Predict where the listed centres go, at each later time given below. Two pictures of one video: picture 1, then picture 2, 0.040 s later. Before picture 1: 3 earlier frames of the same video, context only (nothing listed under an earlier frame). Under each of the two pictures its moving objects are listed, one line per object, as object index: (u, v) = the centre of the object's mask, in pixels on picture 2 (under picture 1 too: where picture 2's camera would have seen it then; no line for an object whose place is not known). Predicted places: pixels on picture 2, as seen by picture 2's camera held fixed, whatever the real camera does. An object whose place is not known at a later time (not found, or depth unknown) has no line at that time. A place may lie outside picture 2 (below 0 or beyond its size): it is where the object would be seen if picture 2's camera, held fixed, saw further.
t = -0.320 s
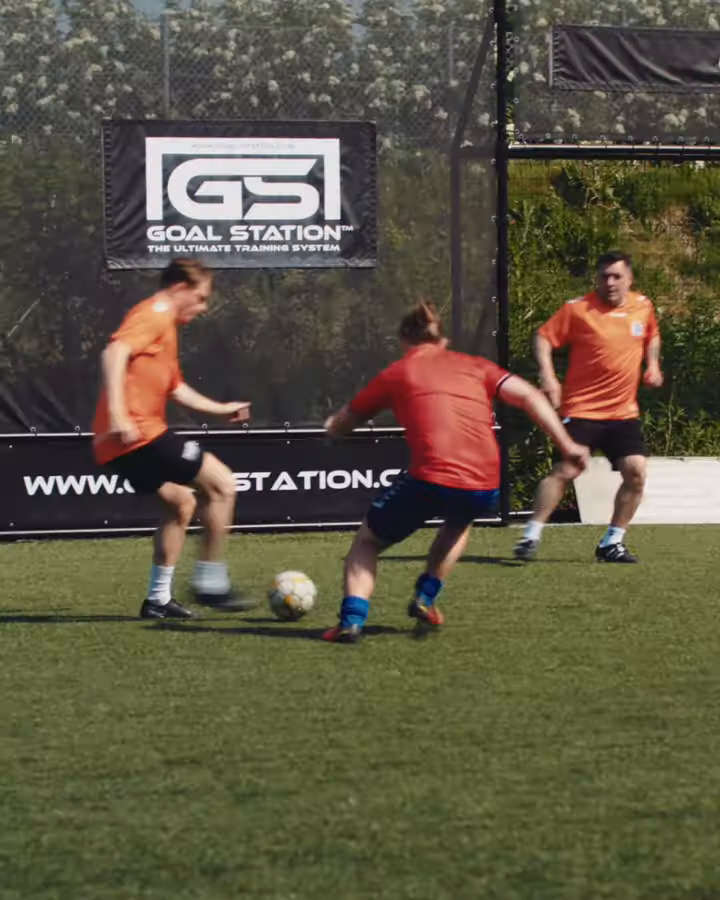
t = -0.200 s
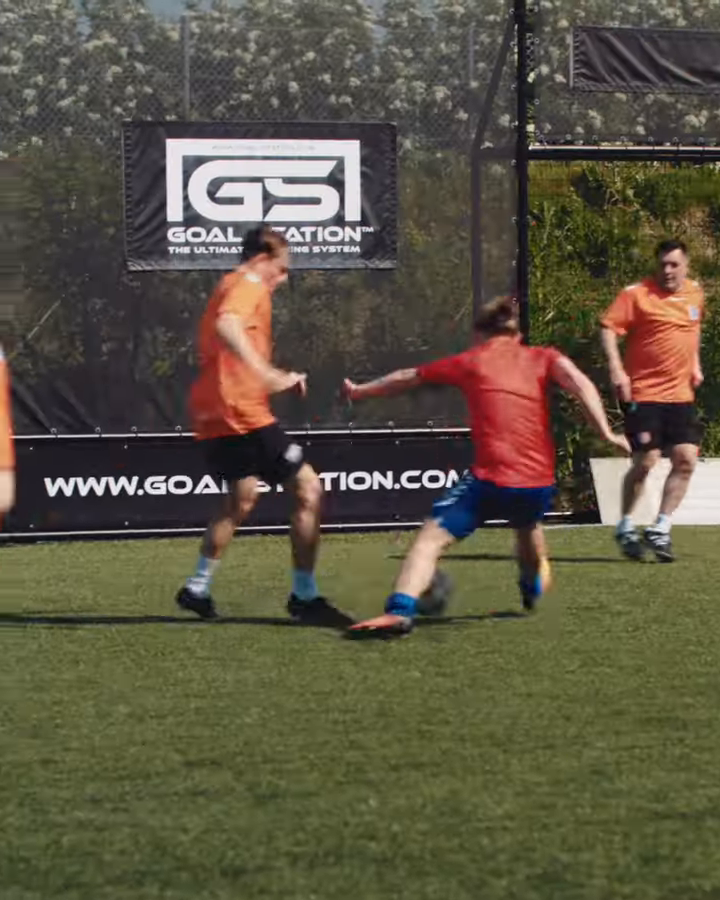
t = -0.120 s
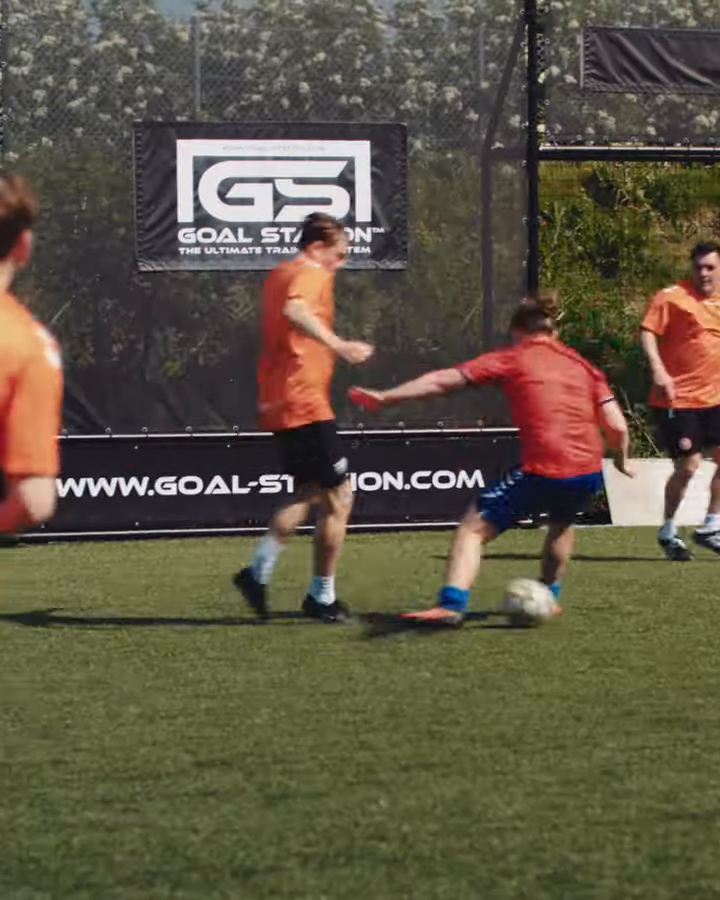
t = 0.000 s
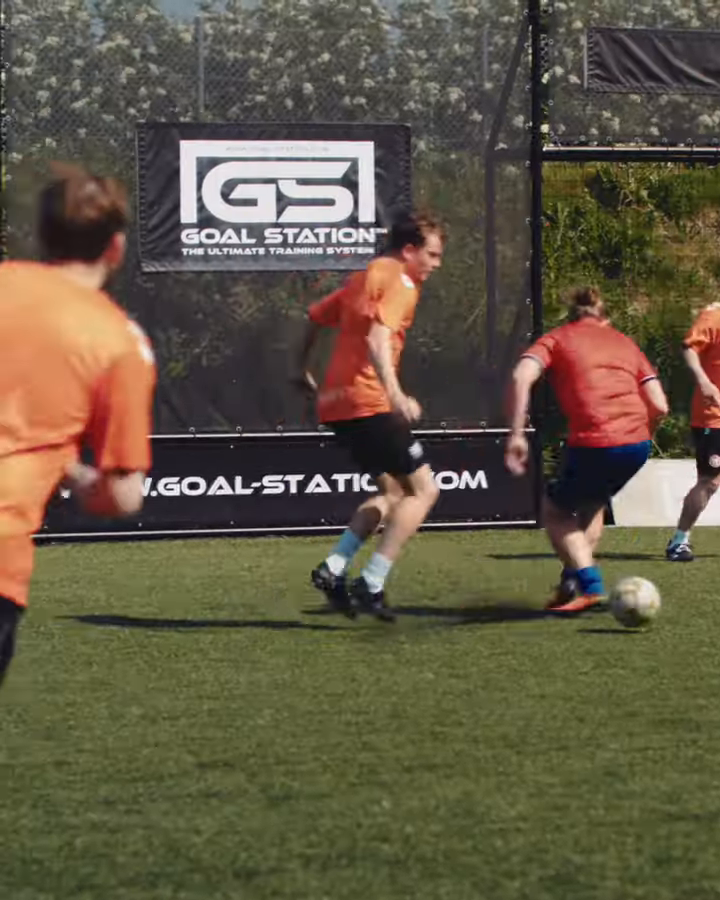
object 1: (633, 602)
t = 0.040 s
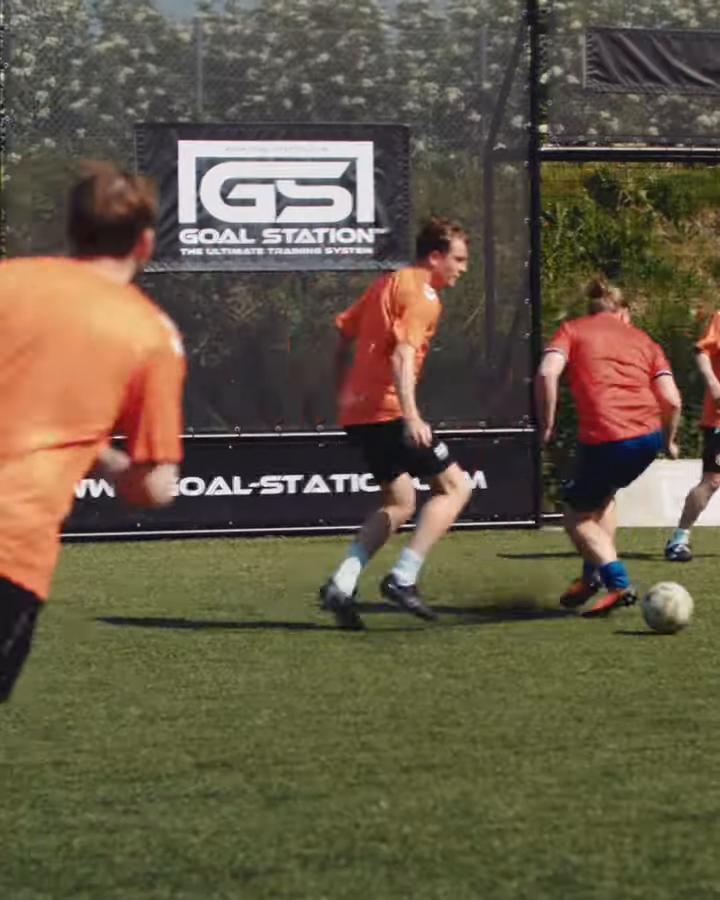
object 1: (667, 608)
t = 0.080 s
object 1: (698, 609)
